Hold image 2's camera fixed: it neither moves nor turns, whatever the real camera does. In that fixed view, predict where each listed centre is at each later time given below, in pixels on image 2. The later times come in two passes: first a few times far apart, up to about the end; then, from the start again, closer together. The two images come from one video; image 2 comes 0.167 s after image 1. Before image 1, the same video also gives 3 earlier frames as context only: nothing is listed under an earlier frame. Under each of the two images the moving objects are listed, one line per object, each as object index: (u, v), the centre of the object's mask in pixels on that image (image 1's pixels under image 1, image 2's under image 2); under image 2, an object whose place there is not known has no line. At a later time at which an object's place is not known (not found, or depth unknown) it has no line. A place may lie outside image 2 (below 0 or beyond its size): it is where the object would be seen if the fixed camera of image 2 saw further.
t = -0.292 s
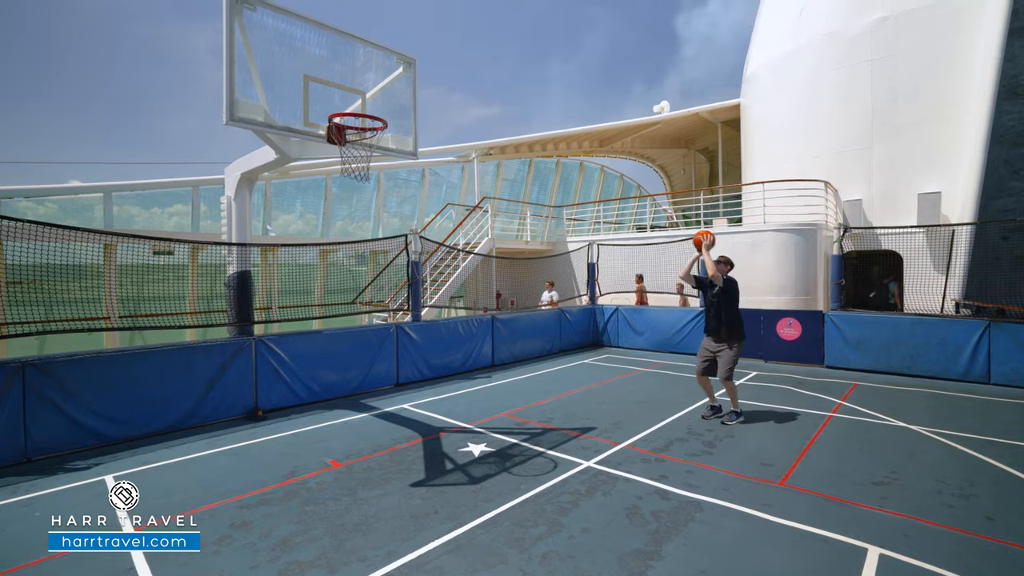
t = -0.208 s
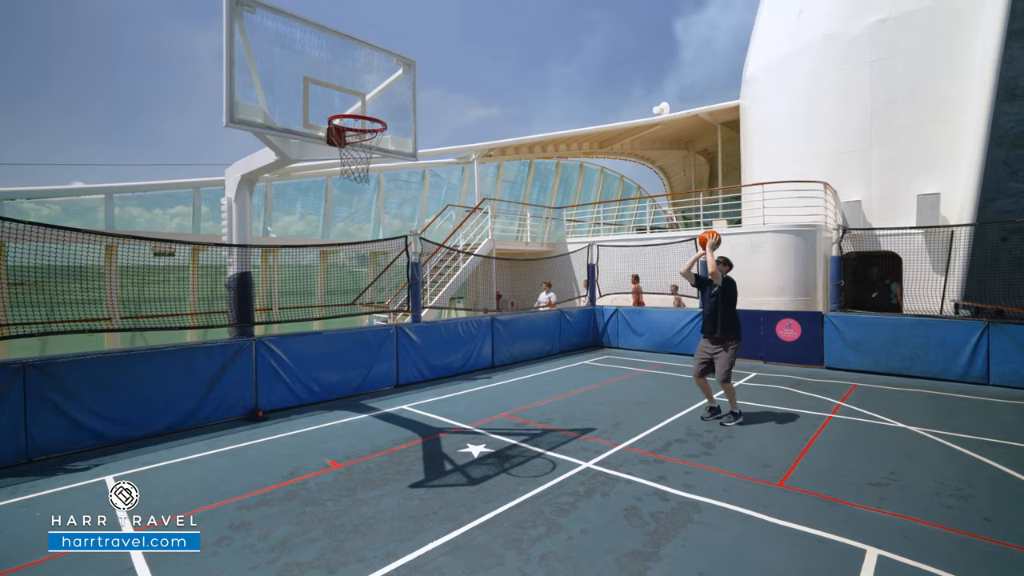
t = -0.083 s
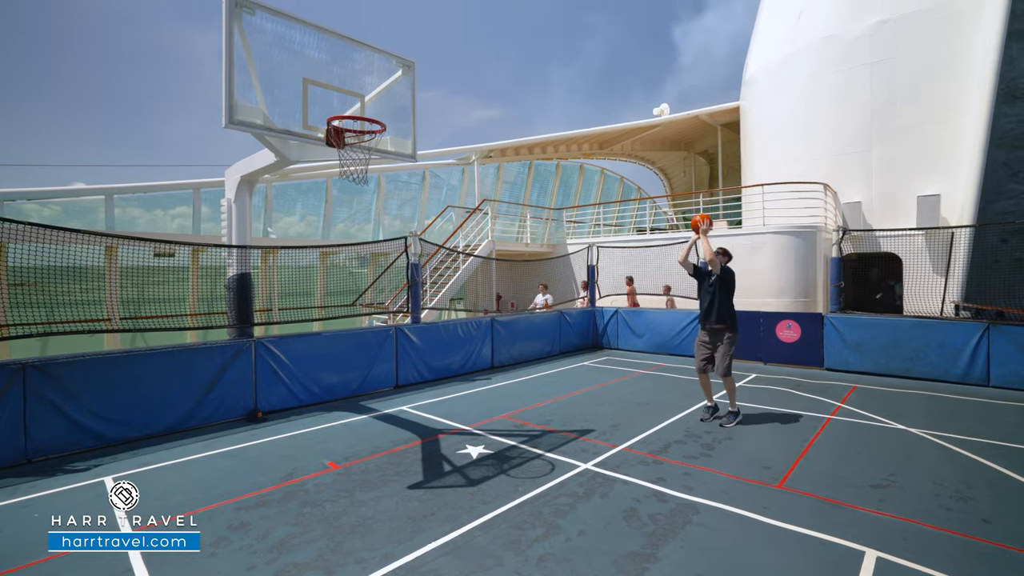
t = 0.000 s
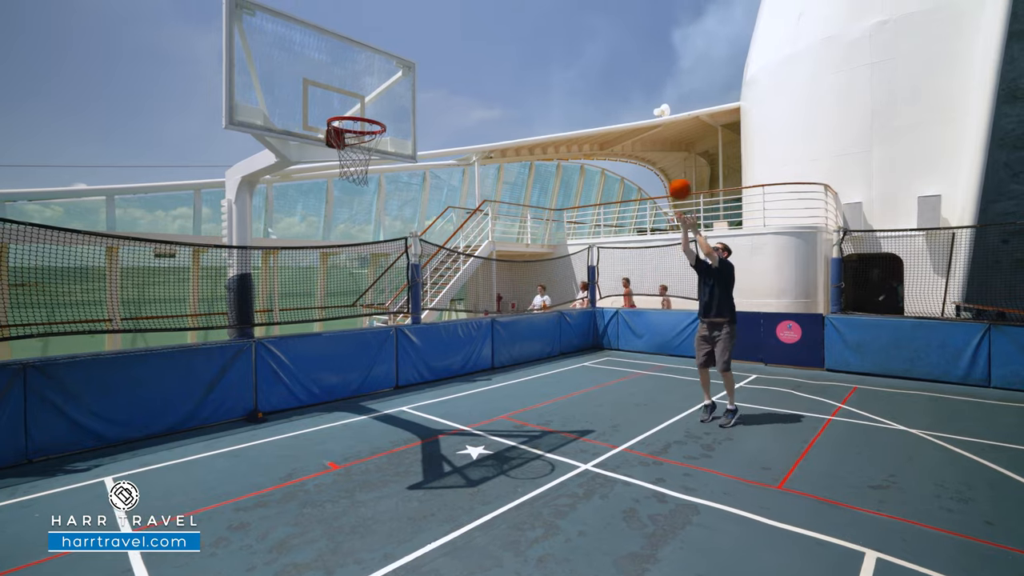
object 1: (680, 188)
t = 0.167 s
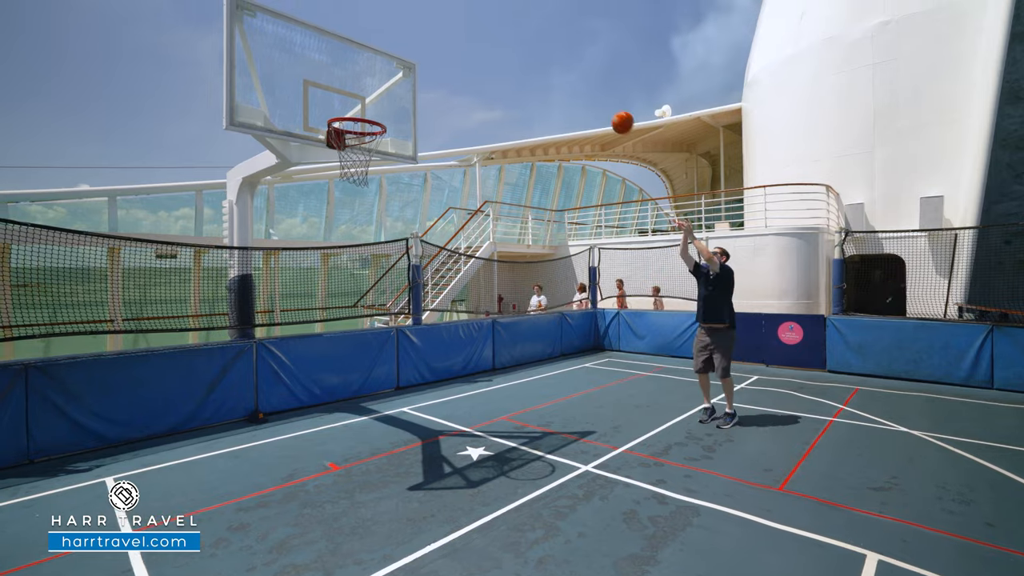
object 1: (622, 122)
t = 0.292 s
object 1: (576, 85)
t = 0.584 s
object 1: (458, 50)
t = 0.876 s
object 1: (375, 80)
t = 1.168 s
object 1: (356, 68)
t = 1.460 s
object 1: (336, 76)
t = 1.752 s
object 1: (316, 196)
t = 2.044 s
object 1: (299, 441)
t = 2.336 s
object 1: (269, 318)
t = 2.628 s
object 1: (237, 183)
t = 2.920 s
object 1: (203, 164)
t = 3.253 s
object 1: (157, 332)
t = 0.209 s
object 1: (607, 108)
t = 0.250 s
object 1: (591, 96)
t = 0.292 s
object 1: (576, 85)
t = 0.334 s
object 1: (560, 76)
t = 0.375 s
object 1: (543, 68)
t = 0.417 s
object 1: (527, 61)
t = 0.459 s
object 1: (510, 56)
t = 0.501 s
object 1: (493, 52)
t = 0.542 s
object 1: (476, 50)
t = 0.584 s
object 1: (458, 50)
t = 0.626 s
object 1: (441, 52)
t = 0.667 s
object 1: (423, 55)
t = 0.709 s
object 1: (404, 60)
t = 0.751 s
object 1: (386, 67)
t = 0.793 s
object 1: (379, 70)
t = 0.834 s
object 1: (377, 74)
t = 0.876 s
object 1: (375, 80)
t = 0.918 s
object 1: (372, 88)
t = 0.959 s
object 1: (369, 98)
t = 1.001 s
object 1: (367, 107)
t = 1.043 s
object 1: (364, 95)
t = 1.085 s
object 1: (361, 84)
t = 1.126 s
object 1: (358, 75)
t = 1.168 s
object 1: (356, 68)
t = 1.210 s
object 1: (353, 63)
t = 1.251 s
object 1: (350, 60)
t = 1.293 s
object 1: (347, 59)
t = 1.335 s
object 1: (345, 60)
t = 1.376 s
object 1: (342, 63)
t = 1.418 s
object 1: (339, 69)
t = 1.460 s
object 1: (336, 76)
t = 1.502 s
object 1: (333, 86)
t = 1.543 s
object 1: (330, 98)
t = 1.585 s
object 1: (327, 113)
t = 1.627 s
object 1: (325, 131)
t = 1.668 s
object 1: (321, 149)
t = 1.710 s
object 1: (318, 172)
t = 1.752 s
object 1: (316, 196)
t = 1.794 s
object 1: (313, 223)
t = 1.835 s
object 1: (310, 253)
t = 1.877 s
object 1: (307, 286)
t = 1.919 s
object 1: (305, 321)
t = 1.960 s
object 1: (303, 358)
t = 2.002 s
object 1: (301, 398)
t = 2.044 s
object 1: (299, 441)
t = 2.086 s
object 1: (297, 486)
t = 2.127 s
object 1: (293, 467)
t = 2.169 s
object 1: (289, 435)
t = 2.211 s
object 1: (284, 404)
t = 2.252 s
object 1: (279, 374)
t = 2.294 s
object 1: (274, 345)
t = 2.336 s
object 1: (269, 318)
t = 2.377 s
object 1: (264, 293)
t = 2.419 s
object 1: (261, 270)
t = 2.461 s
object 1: (256, 248)
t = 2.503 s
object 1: (251, 229)
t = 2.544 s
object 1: (247, 212)
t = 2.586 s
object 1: (242, 196)
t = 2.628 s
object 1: (237, 183)
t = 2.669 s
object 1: (233, 173)
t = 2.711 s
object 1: (228, 165)
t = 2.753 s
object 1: (223, 159)
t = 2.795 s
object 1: (218, 156)
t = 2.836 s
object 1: (213, 156)
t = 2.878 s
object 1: (208, 158)
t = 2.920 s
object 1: (203, 164)
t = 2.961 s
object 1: (198, 173)
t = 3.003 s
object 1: (192, 185)
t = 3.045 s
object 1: (187, 201)
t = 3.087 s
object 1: (181, 219)
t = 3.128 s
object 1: (174, 242)
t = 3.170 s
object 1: (169, 268)
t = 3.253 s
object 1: (157, 332)
